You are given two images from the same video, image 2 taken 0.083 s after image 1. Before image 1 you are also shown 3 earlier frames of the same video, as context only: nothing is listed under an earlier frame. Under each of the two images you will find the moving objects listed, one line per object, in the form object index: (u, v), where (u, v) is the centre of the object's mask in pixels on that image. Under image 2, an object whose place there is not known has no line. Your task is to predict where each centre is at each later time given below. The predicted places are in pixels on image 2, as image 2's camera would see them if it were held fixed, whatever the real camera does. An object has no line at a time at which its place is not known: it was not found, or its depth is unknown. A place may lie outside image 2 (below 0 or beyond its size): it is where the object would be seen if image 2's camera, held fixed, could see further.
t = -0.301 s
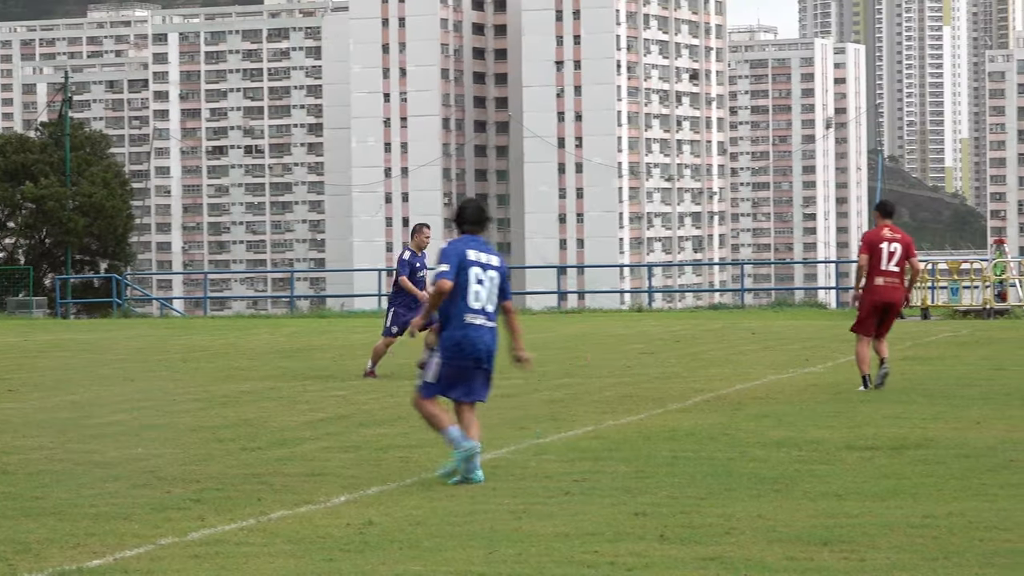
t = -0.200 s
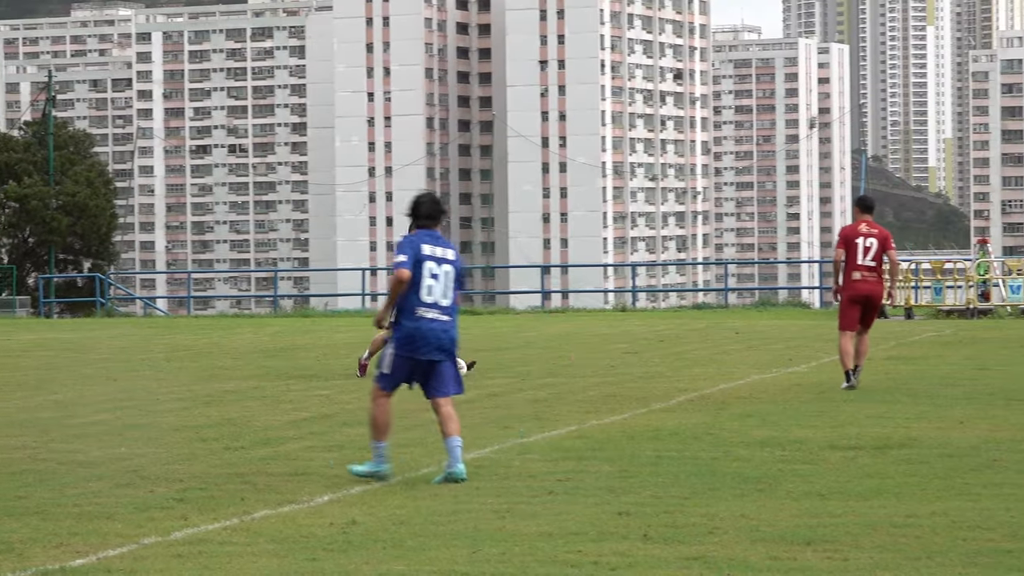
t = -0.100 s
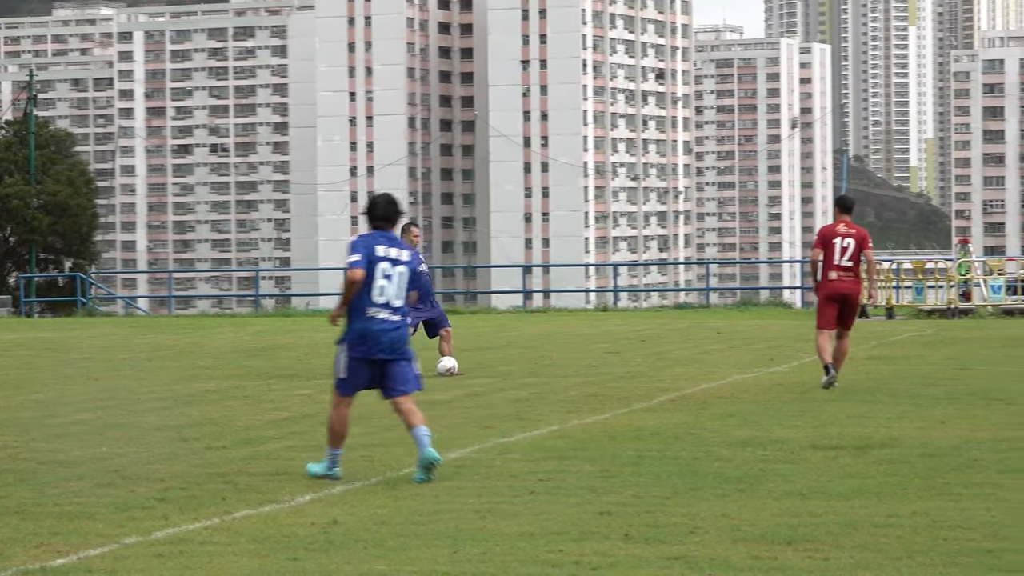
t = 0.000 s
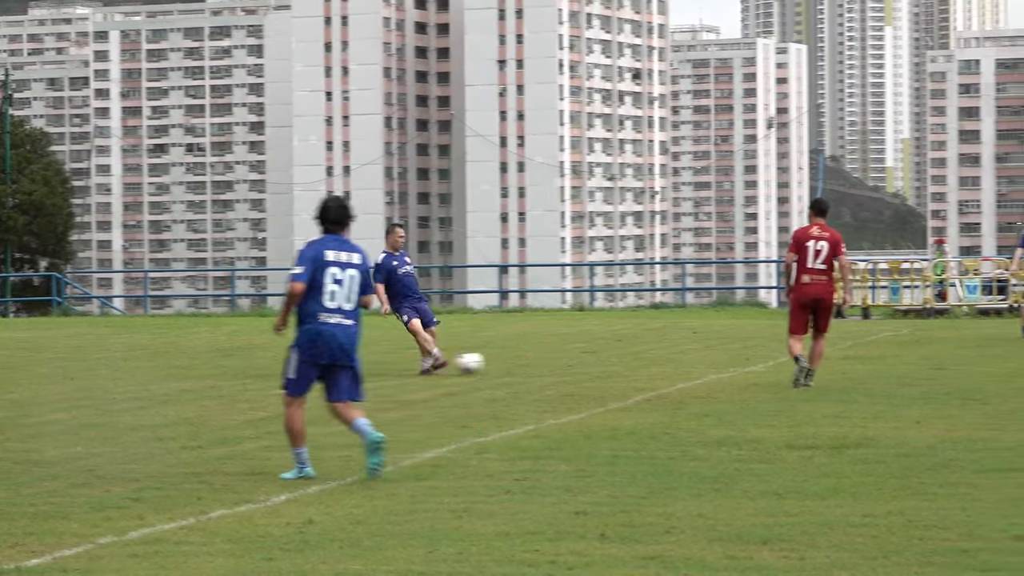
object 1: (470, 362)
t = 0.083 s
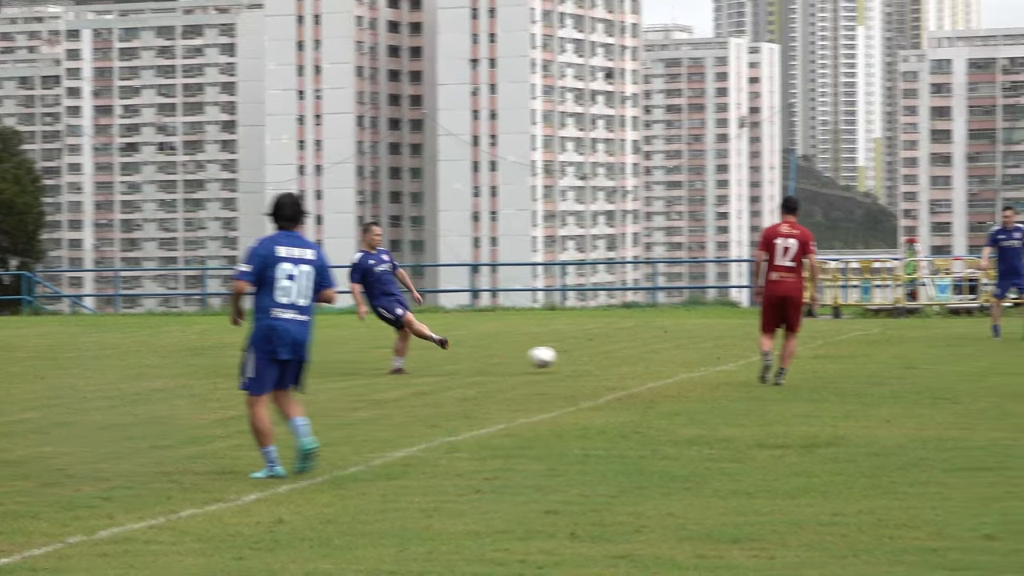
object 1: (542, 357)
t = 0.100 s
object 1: (561, 356)
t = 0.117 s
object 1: (581, 356)
